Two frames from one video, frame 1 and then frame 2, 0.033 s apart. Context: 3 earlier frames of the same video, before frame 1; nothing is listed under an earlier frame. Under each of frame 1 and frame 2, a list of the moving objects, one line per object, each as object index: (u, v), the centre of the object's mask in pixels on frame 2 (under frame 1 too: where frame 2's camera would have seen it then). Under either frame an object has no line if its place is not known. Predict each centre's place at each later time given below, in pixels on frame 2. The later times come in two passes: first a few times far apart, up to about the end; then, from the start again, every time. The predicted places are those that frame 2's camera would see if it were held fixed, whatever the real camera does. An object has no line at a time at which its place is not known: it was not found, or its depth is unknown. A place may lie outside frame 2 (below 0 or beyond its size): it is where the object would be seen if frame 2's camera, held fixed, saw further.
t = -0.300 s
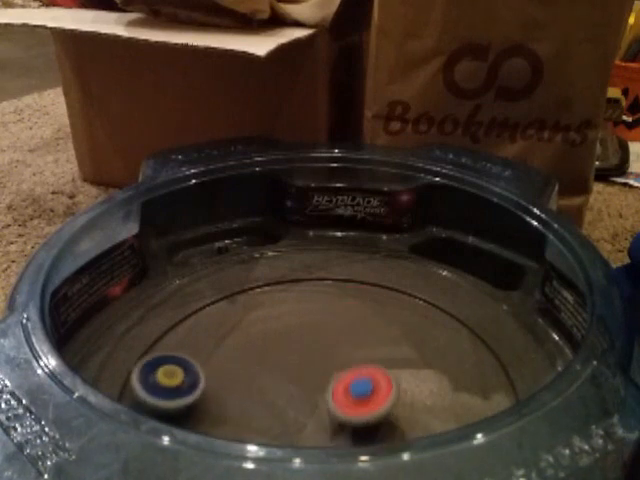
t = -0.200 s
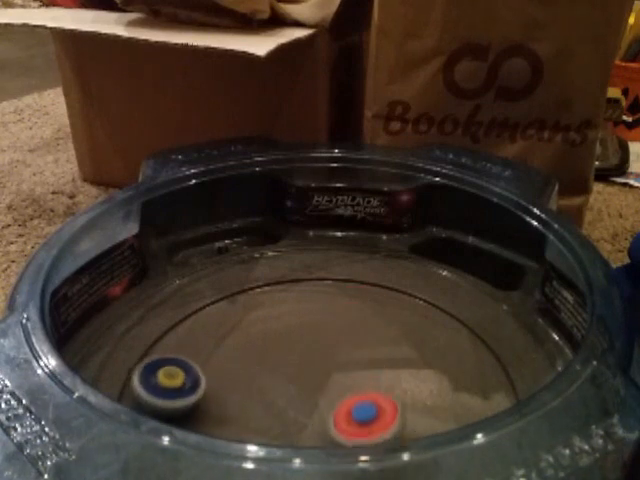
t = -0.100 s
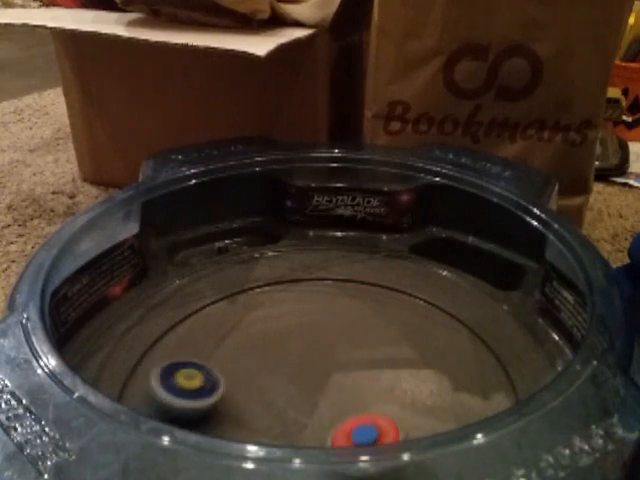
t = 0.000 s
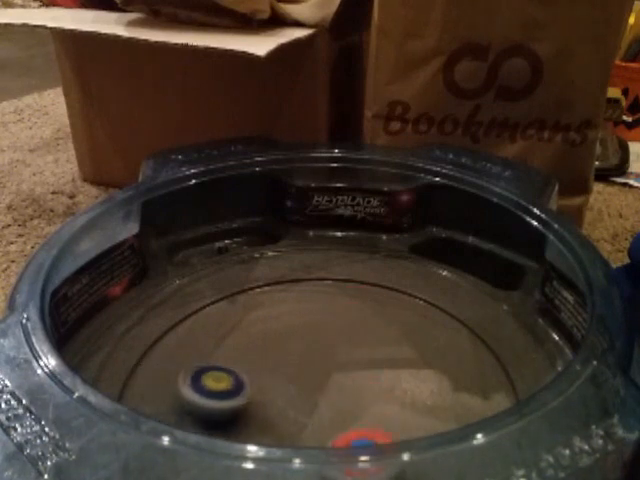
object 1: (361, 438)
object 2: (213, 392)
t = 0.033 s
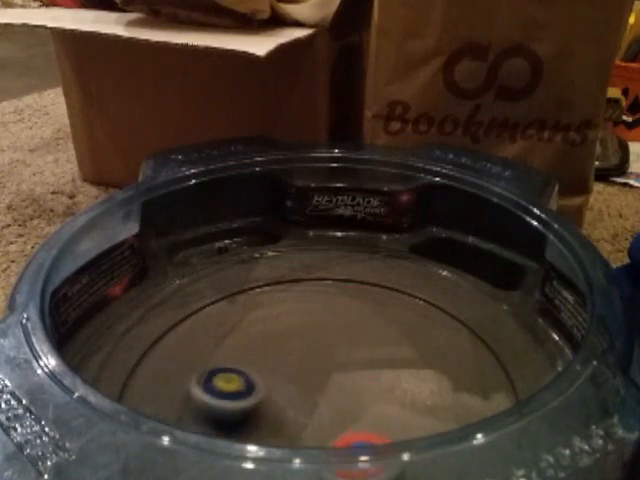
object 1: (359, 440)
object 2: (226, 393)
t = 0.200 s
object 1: (340, 441)
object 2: (286, 398)
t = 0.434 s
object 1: (296, 425)
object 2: (361, 391)
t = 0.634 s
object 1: (258, 388)
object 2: (408, 375)
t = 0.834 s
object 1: (239, 356)
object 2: (420, 364)
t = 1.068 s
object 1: (252, 338)
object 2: (383, 364)
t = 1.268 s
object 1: (279, 336)
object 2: (340, 378)
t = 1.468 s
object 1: (297, 344)
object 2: (312, 409)
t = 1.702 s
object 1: (339, 371)
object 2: (275, 425)
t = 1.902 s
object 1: (373, 393)
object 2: (257, 425)
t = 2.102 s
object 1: (386, 409)
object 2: (269, 417)
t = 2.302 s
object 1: (369, 415)
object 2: (298, 397)
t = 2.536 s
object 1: (344, 416)
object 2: (309, 366)
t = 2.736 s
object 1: (304, 405)
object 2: (318, 349)
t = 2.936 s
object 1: (265, 390)
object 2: (322, 348)
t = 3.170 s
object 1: (252, 382)
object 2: (325, 365)
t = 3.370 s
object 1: (257, 380)
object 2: (332, 388)
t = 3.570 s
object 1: (251, 373)
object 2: (381, 412)
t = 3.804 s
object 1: (280, 373)
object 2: (399, 420)
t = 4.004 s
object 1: (321, 366)
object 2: (385, 420)
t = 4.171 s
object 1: (345, 360)
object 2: (354, 419)
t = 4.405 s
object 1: (343, 357)
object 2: (301, 415)
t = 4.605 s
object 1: (333, 377)
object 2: (260, 406)
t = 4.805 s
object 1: (323, 402)
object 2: (247, 388)
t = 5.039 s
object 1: (310, 419)
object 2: (269, 372)
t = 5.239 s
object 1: (308, 421)
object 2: (301, 367)
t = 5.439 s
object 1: (307, 418)
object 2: (330, 361)
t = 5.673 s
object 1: (297, 396)
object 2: (361, 363)
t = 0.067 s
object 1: (357, 441)
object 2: (238, 394)
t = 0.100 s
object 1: (352, 441)
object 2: (251, 395)
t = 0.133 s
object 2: (264, 397)
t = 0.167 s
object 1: (347, 442)
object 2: (277, 397)
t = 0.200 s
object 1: (340, 441)
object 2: (286, 398)
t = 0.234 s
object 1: (334, 440)
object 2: (298, 398)
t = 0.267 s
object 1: (327, 439)
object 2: (310, 398)
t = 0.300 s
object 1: (321, 437)
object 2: (321, 397)
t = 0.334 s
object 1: (315, 435)
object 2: (332, 395)
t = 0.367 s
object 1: (309, 432)
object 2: (342, 394)
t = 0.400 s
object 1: (303, 429)
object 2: (353, 393)
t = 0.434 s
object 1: (296, 425)
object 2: (361, 391)
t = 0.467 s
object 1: (290, 421)
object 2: (370, 388)
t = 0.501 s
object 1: (284, 415)
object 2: (380, 386)
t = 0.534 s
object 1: (277, 409)
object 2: (388, 382)
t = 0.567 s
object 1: (273, 402)
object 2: (395, 380)
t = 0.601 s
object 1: (265, 395)
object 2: (403, 377)
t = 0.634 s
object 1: (258, 388)
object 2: (408, 375)
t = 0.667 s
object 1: (253, 381)
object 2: (412, 373)
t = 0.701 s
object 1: (249, 376)
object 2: (416, 371)
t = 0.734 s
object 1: (245, 370)
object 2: (418, 369)
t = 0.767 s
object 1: (242, 365)
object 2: (420, 367)
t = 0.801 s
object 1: (239, 361)
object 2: (420, 365)
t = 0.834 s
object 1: (239, 356)
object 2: (420, 364)
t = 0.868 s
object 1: (239, 352)
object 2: (418, 364)
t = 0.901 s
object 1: (240, 349)
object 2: (415, 364)
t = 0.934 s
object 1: (241, 346)
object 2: (410, 363)
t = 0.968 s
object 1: (243, 343)
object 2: (404, 363)
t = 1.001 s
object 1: (245, 341)
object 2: (398, 364)
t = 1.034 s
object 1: (248, 339)
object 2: (392, 364)
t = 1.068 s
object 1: (252, 338)
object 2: (383, 364)
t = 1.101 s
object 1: (256, 337)
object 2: (375, 366)
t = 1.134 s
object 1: (261, 337)
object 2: (366, 367)
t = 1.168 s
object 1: (267, 337)
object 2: (357, 368)
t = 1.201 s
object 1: (274, 338)
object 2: (349, 369)
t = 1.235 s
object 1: (279, 339)
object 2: (339, 371)
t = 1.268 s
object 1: (279, 336)
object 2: (340, 378)
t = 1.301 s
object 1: (279, 334)
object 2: (340, 383)
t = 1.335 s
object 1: (282, 334)
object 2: (336, 388)
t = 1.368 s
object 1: (286, 336)
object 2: (331, 393)
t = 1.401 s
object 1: (289, 338)
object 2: (326, 398)
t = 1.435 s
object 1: (293, 341)
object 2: (319, 403)
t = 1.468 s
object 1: (297, 344)
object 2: (312, 409)
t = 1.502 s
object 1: (303, 347)
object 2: (307, 411)
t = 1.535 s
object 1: (309, 350)
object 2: (302, 415)
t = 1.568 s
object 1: (315, 354)
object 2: (296, 418)
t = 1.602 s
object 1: (320, 358)
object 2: (289, 421)
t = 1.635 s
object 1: (326, 362)
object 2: (285, 423)
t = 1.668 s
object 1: (332, 367)
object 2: (279, 424)
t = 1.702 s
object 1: (339, 371)
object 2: (275, 425)
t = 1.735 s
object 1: (346, 375)
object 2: (269, 426)
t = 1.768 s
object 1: (352, 379)
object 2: (265, 427)
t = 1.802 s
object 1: (358, 384)
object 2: (262, 427)
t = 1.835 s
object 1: (363, 387)
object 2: (260, 427)
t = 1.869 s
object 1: (368, 390)
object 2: (258, 426)
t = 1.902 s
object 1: (373, 393)
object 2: (257, 425)
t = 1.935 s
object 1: (377, 396)
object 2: (257, 424)
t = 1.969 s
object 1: (381, 399)
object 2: (258, 423)
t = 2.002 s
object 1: (383, 401)
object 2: (260, 422)
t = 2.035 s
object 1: (385, 404)
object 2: (262, 420)
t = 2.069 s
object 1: (386, 407)
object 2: (266, 418)
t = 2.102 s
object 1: (386, 409)
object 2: (269, 417)
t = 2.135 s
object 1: (386, 410)
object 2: (273, 415)
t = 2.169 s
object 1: (385, 411)
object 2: (276, 413)
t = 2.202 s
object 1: (383, 412)
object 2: (281, 410)
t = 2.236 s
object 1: (379, 413)
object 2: (287, 405)
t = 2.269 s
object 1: (375, 414)
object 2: (294, 402)
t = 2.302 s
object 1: (369, 415)
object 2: (298, 397)
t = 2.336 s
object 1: (369, 416)
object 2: (299, 392)
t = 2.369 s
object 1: (368, 418)
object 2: (299, 387)
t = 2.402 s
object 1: (364, 418)
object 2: (302, 381)
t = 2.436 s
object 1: (359, 418)
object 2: (304, 377)
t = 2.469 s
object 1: (354, 418)
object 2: (306, 373)
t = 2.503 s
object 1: (350, 417)
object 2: (308, 370)
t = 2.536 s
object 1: (344, 416)
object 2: (309, 366)
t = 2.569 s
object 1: (338, 414)
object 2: (310, 363)
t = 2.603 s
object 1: (331, 412)
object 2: (312, 359)
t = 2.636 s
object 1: (325, 410)
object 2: (313, 356)
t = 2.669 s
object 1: (318, 409)
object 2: (316, 353)
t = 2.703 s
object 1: (311, 407)
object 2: (317, 351)
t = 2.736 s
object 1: (304, 405)
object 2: (318, 349)
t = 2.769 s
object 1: (297, 402)
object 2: (319, 349)
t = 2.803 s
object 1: (290, 399)
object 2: (320, 347)
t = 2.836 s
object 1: (283, 397)
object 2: (320, 347)
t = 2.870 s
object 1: (277, 395)
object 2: (321, 348)
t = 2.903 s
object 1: (272, 392)
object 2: (322, 347)
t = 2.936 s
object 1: (265, 390)
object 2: (322, 348)
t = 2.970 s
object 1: (260, 388)
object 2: (322, 350)
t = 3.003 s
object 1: (257, 386)
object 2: (323, 351)
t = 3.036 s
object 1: (254, 385)
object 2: (323, 353)
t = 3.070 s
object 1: (252, 384)
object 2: (324, 356)
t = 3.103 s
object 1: (252, 383)
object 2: (324, 358)
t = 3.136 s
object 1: (251, 383)
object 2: (324, 361)
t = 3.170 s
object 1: (252, 382)
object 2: (325, 365)
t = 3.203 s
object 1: (254, 380)
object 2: (324, 370)
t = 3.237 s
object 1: (252, 380)
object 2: (326, 372)
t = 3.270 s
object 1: (251, 380)
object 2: (328, 376)
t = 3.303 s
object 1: (252, 380)
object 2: (329, 380)
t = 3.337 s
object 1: (254, 380)
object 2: (330, 384)
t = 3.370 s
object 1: (257, 380)
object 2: (332, 388)
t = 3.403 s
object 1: (260, 379)
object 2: (337, 391)
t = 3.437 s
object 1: (252, 376)
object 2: (354, 397)
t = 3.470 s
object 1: (249, 373)
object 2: (364, 400)
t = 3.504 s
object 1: (249, 372)
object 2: (371, 404)
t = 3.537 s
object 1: (248, 371)
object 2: (377, 409)
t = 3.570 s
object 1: (251, 373)
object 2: (381, 412)
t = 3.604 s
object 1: (253, 374)
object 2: (387, 414)
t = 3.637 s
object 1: (256, 375)
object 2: (390, 415)
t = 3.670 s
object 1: (260, 374)
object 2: (394, 417)
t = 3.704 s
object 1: (264, 374)
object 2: (398, 419)
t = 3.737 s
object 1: (270, 374)
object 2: (399, 419)
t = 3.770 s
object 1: (275, 373)
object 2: (400, 419)
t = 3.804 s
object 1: (280, 373)
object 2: (399, 420)
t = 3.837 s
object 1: (288, 372)
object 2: (399, 419)
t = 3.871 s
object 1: (295, 371)
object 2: (398, 420)
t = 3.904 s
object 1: (301, 369)
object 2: (397, 421)
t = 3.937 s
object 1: (308, 368)
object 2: (395, 420)
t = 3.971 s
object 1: (315, 367)
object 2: (391, 420)
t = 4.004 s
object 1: (321, 366)
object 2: (385, 420)
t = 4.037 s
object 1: (328, 366)
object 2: (379, 419)
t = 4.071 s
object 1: (333, 365)
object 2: (373, 419)
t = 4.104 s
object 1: (337, 365)
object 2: (366, 418)
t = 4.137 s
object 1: (342, 363)
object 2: (358, 417)
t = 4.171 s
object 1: (345, 360)
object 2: (354, 419)
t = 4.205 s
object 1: (346, 358)
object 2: (347, 419)
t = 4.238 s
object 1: (347, 356)
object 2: (338, 419)
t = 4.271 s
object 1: (347, 355)
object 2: (330, 419)
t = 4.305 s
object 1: (347, 354)
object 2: (323, 419)
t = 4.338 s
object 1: (347, 354)
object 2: (314, 418)
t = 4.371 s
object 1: (346, 355)
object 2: (309, 417)
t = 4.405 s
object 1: (343, 357)
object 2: (301, 415)
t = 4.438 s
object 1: (341, 359)
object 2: (293, 414)
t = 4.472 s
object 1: (339, 362)
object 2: (286, 412)
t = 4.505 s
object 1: (337, 366)
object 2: (280, 410)
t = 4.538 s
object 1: (336, 370)
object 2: (272, 409)
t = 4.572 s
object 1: (335, 373)
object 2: (266, 407)
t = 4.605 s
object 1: (333, 377)
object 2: (260, 406)
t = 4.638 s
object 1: (332, 381)
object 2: (255, 404)
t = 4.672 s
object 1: (330, 385)
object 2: (253, 402)
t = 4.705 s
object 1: (329, 389)
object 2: (252, 399)
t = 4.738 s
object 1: (327, 394)
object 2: (250, 394)
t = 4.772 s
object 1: (325, 397)
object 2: (248, 391)
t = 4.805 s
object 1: (323, 402)
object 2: (247, 388)
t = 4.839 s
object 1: (320, 405)
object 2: (247, 384)
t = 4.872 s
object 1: (318, 408)
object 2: (248, 381)
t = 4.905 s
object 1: (316, 412)
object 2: (250, 379)
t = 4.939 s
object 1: (315, 414)
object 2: (253, 376)
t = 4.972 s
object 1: (313, 416)
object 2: (259, 375)
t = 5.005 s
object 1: (311, 418)
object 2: (263, 374)
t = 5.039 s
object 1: (310, 419)
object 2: (269, 372)
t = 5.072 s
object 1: (309, 420)
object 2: (274, 371)
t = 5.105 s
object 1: (309, 420)
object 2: (280, 371)
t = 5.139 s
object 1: (309, 420)
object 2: (286, 370)
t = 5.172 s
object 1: (308, 419)
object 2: (291, 370)
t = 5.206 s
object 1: (308, 419)
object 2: (296, 370)
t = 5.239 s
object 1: (308, 421)
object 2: (301, 367)
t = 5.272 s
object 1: (304, 422)
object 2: (306, 366)
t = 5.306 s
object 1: (302, 421)
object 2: (310, 365)
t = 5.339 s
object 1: (303, 421)
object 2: (316, 364)
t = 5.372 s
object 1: (306, 421)
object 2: (321, 363)
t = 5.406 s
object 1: (307, 420)
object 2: (325, 362)
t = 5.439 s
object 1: (307, 418)
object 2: (330, 361)
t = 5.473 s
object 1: (307, 416)
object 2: (336, 361)
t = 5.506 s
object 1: (308, 414)
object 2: (340, 360)
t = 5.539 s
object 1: (308, 410)
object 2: (345, 360)
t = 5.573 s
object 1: (308, 406)
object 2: (349, 361)
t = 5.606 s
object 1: (306, 401)
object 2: (353, 362)
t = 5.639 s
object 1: (305, 397)
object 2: (356, 363)
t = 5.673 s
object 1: (297, 396)
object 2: (361, 363)
